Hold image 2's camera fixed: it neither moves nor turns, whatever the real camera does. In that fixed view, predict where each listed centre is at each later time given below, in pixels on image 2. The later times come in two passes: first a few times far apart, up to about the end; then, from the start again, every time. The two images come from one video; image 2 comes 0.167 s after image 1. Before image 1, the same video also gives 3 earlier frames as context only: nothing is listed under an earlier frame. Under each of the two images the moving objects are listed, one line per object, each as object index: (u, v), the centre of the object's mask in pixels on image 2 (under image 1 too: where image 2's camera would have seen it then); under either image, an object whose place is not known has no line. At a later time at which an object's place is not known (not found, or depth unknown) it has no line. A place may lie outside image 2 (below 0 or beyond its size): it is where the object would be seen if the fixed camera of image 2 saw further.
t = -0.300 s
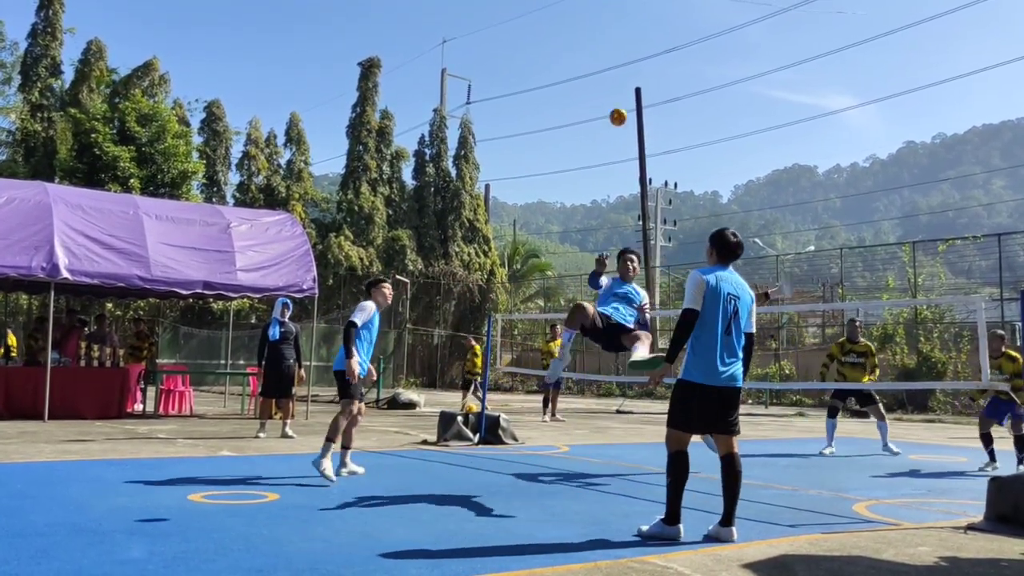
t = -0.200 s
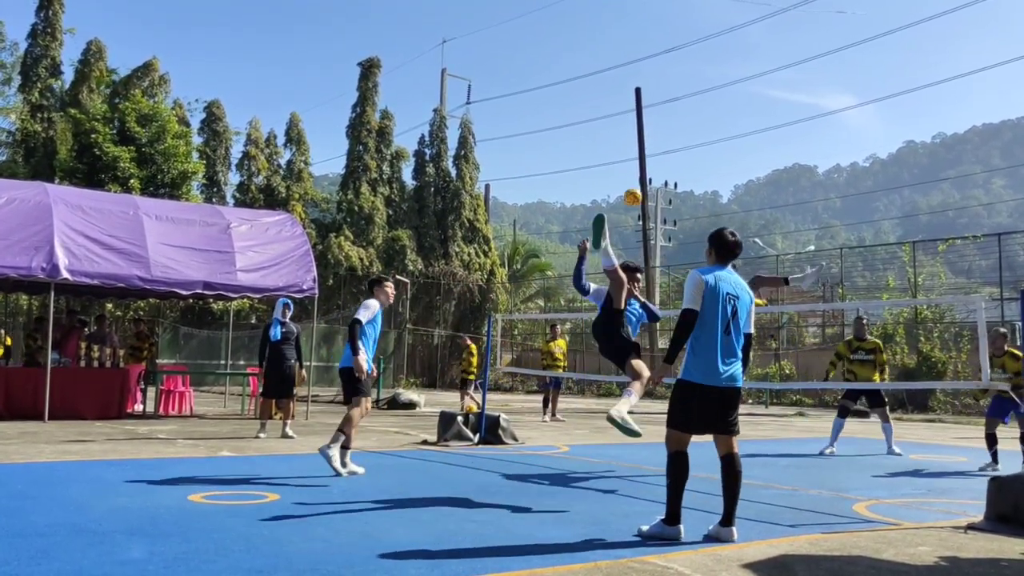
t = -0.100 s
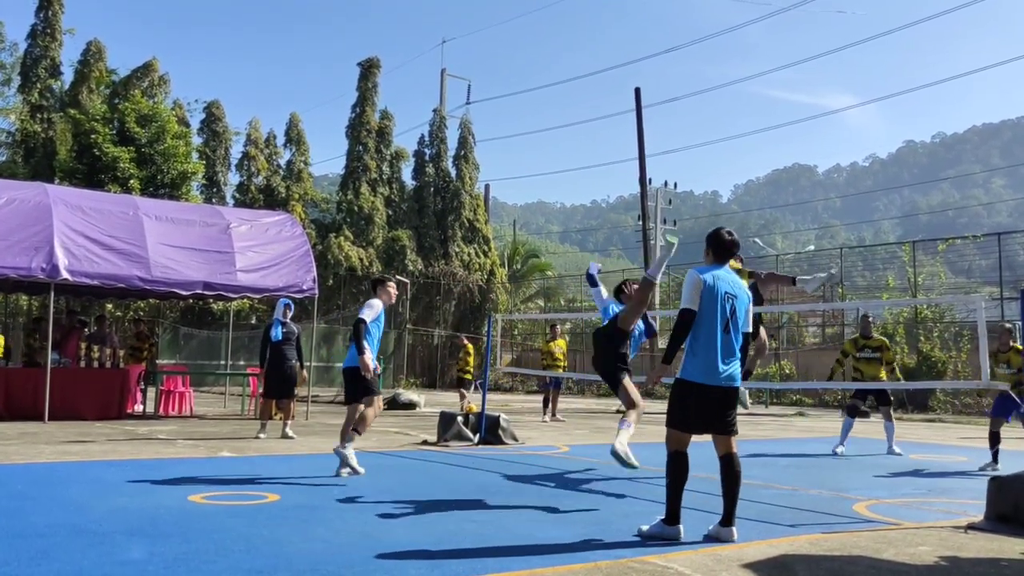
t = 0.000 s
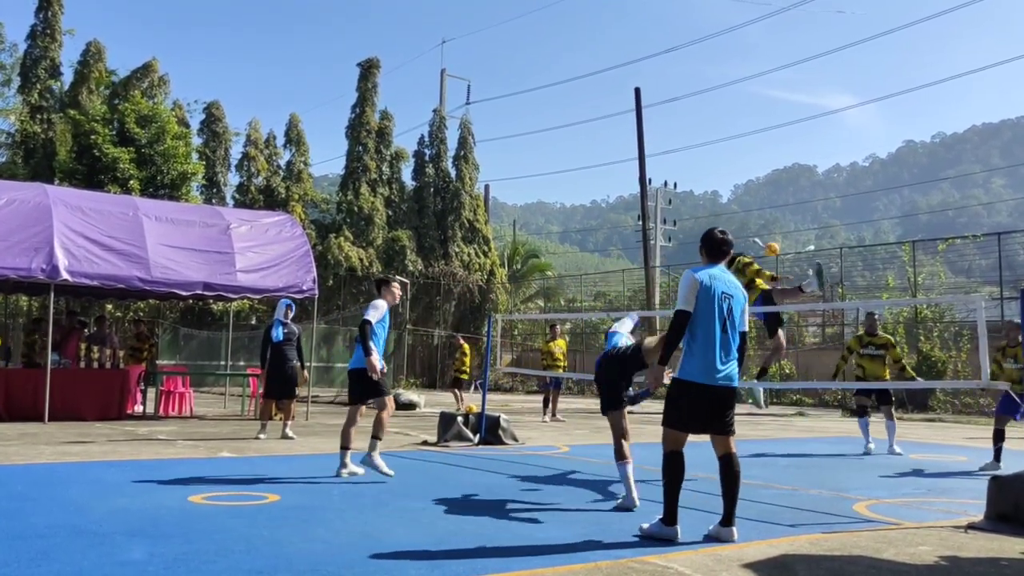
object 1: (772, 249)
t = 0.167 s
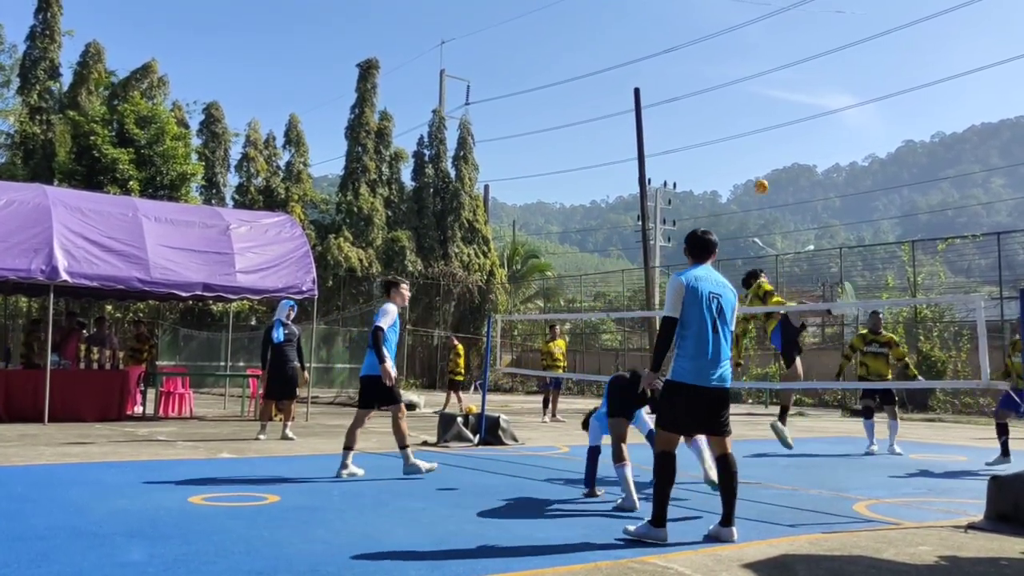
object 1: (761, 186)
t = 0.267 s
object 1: (755, 165)
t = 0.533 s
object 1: (742, 154)
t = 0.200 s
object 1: (759, 177)
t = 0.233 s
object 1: (757, 169)
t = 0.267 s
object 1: (755, 165)
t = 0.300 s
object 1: (754, 160)
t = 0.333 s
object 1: (752, 155)
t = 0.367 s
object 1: (750, 152)
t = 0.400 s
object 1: (748, 150)
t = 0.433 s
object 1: (746, 150)
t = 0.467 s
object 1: (746, 150)
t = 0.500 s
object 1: (744, 151)
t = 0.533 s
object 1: (742, 154)
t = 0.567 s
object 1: (740, 158)
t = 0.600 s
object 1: (739, 164)
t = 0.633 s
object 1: (737, 170)
